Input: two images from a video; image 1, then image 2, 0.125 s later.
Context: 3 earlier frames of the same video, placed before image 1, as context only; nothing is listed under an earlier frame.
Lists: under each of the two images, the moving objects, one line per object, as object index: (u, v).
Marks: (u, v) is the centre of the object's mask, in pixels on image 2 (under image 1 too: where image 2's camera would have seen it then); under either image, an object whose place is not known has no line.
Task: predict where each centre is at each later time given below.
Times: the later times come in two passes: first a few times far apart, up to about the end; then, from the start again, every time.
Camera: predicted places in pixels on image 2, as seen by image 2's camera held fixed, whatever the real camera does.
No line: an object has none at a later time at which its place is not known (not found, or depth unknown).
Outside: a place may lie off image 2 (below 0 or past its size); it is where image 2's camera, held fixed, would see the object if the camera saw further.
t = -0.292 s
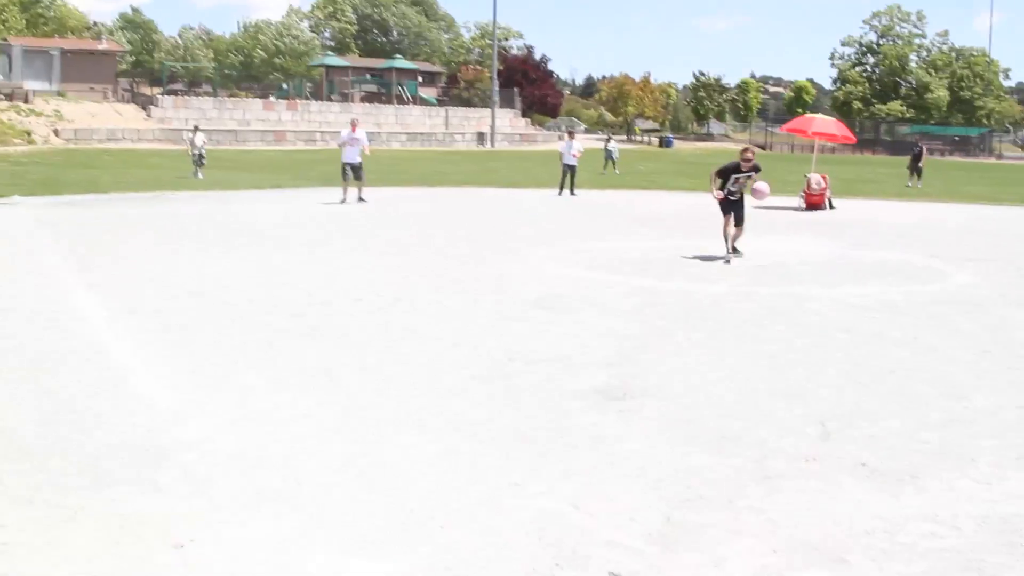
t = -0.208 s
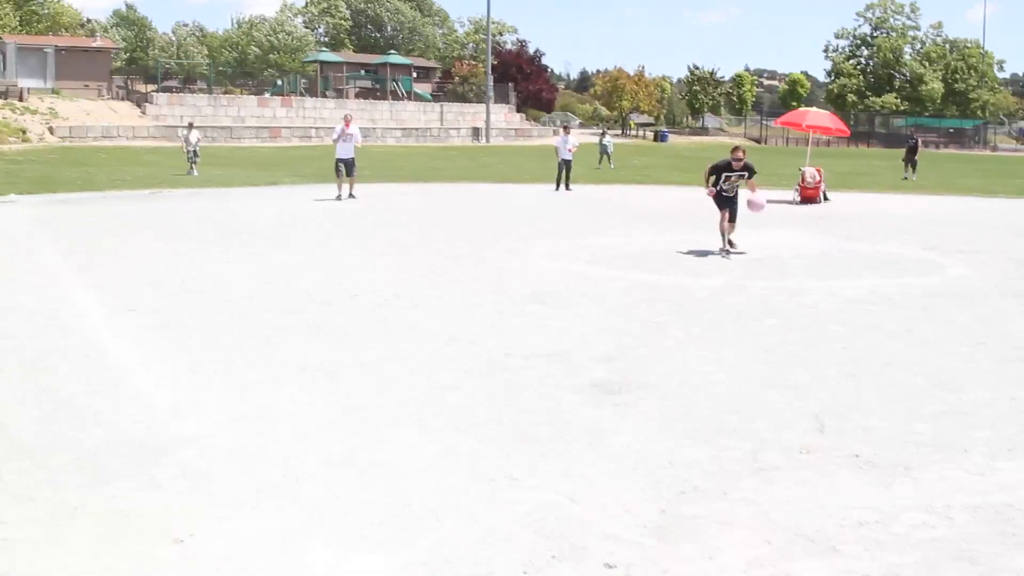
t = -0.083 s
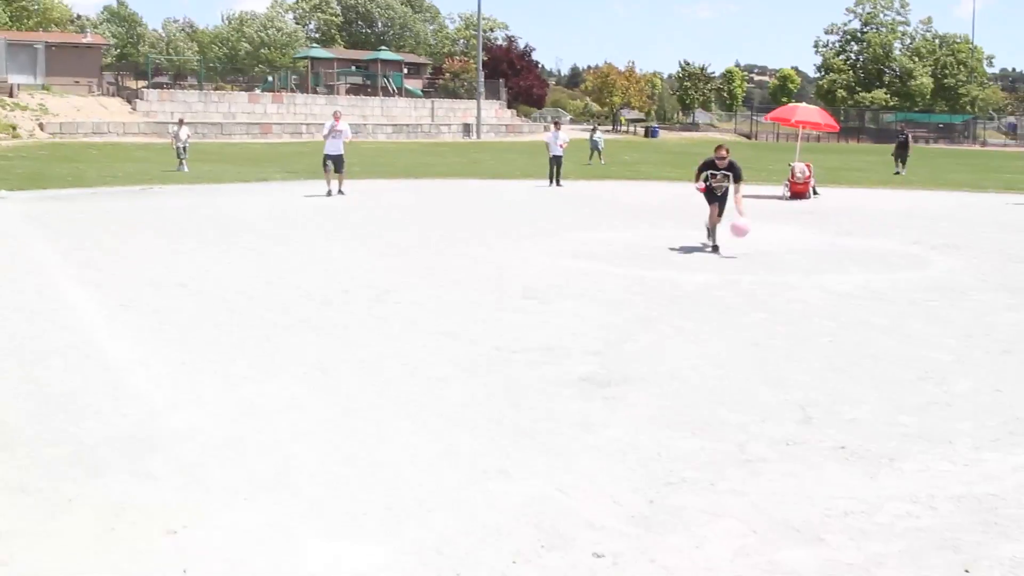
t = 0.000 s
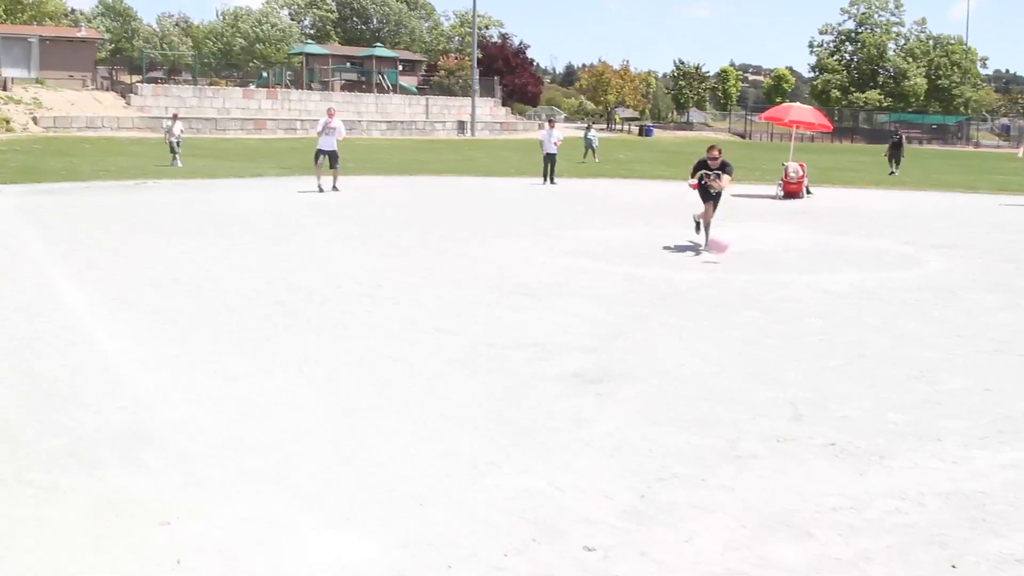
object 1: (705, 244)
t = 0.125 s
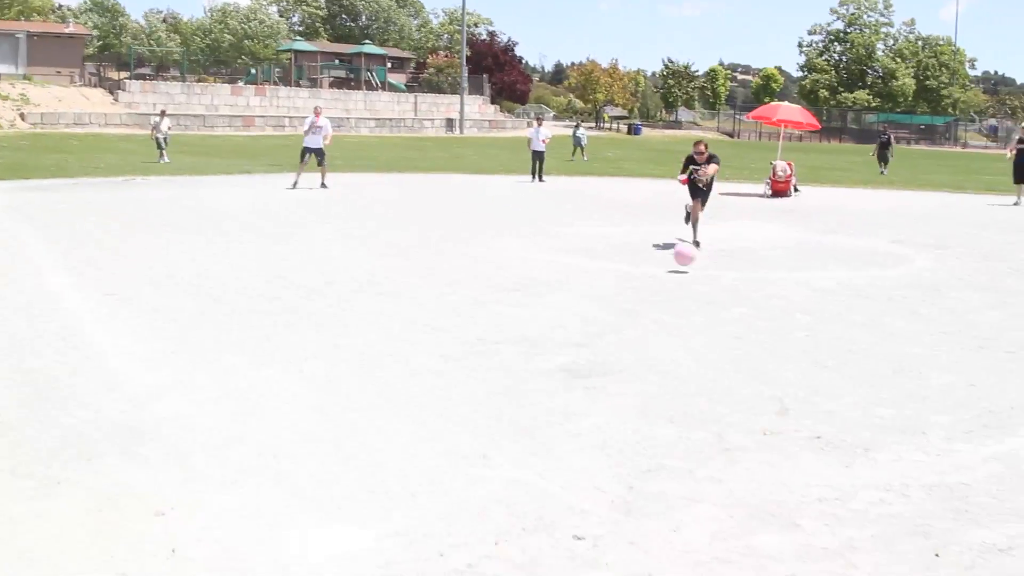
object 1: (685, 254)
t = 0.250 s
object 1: (666, 256)
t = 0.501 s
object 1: (622, 285)
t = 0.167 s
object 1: (676, 254)
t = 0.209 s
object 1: (672, 253)
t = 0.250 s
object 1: (666, 256)
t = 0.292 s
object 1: (658, 262)
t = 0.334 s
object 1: (650, 272)
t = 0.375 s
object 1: (644, 282)
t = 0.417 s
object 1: (638, 289)
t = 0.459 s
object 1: (631, 287)
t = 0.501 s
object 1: (622, 285)
